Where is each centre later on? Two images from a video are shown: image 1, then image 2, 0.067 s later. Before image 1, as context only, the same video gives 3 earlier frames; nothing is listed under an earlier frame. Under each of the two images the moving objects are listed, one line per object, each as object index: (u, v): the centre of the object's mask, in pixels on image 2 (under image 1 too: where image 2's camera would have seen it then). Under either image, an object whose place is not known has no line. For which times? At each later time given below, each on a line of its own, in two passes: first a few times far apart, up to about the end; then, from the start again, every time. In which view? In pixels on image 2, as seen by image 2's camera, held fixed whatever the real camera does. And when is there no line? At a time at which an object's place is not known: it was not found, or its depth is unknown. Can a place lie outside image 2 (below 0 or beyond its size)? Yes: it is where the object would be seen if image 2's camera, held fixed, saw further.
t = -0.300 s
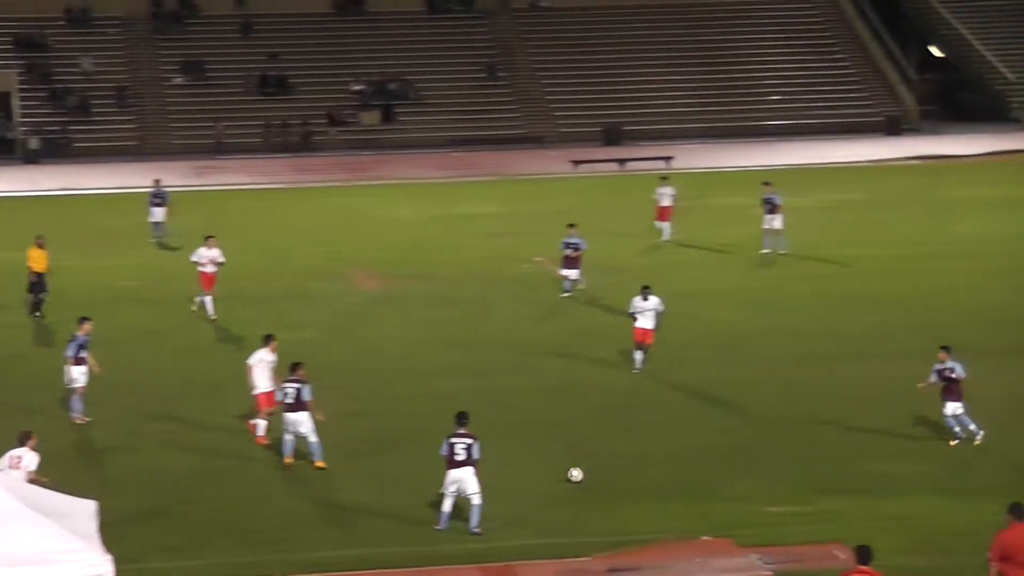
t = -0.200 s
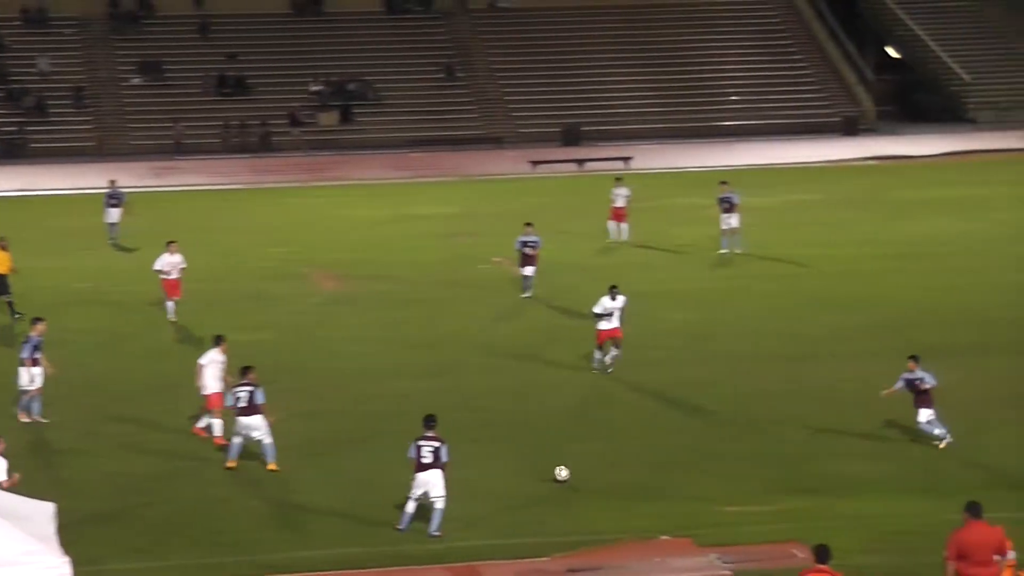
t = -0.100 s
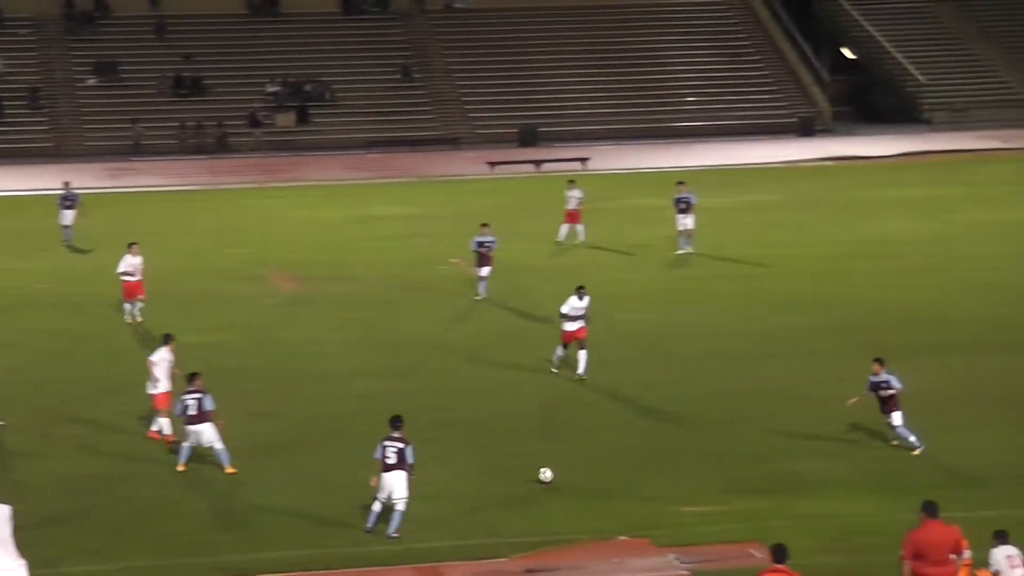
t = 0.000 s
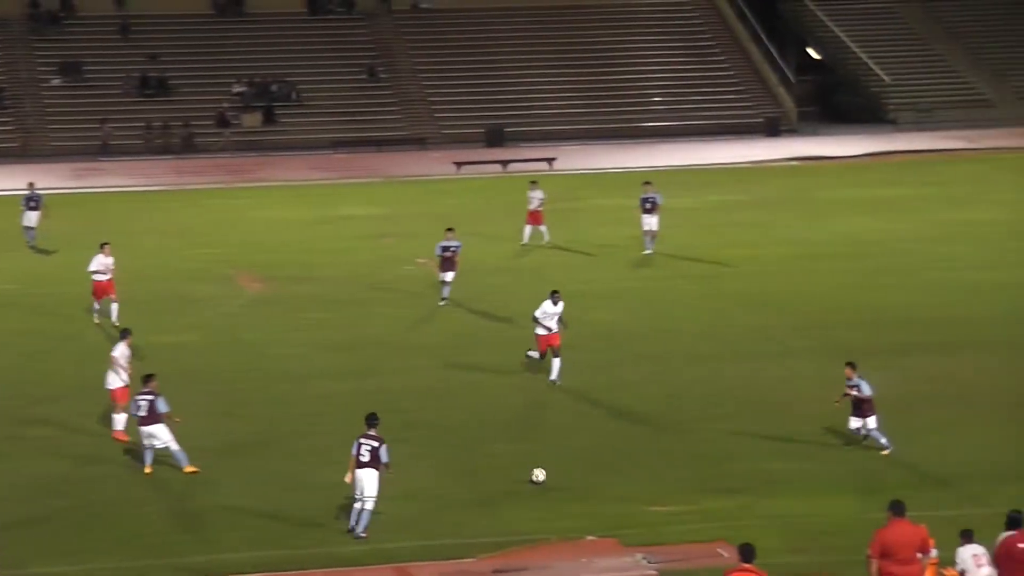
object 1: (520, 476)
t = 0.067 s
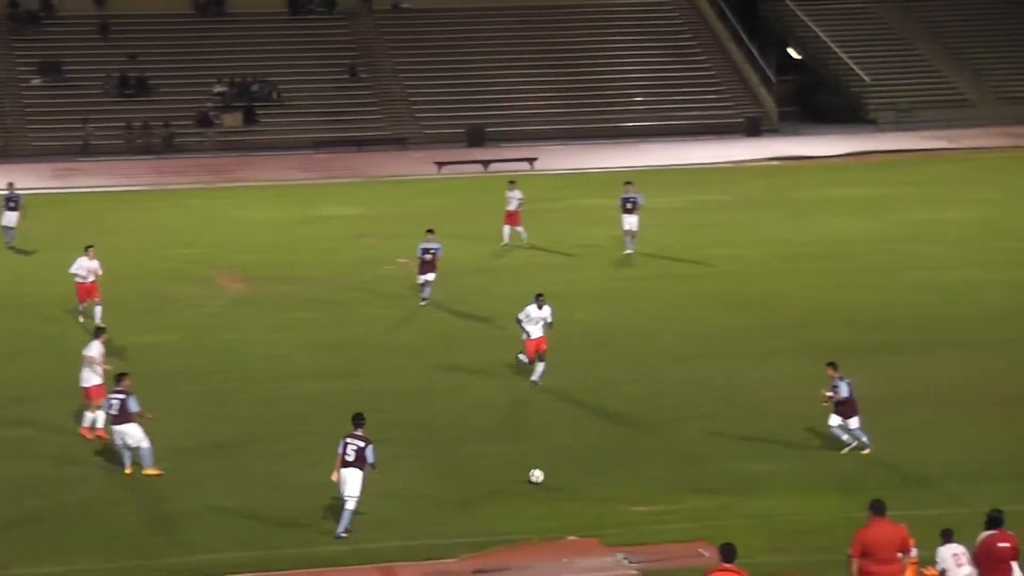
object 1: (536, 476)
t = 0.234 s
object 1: (575, 476)
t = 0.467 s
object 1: (631, 475)
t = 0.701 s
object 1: (682, 477)
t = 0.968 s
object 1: (736, 478)
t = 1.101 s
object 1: (762, 478)
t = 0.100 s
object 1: (544, 477)
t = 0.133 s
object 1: (552, 476)
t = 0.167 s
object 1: (560, 476)
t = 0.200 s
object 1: (568, 476)
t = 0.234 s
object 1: (575, 476)
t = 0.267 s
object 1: (583, 476)
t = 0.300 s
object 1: (592, 475)
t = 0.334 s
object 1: (600, 475)
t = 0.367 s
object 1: (607, 476)
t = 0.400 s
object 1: (616, 476)
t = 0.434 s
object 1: (623, 475)
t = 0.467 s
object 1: (631, 475)
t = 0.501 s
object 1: (638, 476)
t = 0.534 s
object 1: (646, 476)
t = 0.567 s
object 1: (653, 476)
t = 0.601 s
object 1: (661, 476)
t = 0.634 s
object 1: (668, 476)
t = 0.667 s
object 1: (675, 477)
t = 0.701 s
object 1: (682, 477)
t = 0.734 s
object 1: (689, 476)
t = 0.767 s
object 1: (696, 477)
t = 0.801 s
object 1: (703, 477)
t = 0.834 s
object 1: (710, 477)
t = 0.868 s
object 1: (716, 477)
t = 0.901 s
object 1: (723, 477)
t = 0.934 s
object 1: (730, 478)
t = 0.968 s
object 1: (736, 478)
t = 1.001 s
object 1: (742, 477)
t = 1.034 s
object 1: (749, 477)
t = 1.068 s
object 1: (756, 478)
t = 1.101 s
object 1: (762, 478)
